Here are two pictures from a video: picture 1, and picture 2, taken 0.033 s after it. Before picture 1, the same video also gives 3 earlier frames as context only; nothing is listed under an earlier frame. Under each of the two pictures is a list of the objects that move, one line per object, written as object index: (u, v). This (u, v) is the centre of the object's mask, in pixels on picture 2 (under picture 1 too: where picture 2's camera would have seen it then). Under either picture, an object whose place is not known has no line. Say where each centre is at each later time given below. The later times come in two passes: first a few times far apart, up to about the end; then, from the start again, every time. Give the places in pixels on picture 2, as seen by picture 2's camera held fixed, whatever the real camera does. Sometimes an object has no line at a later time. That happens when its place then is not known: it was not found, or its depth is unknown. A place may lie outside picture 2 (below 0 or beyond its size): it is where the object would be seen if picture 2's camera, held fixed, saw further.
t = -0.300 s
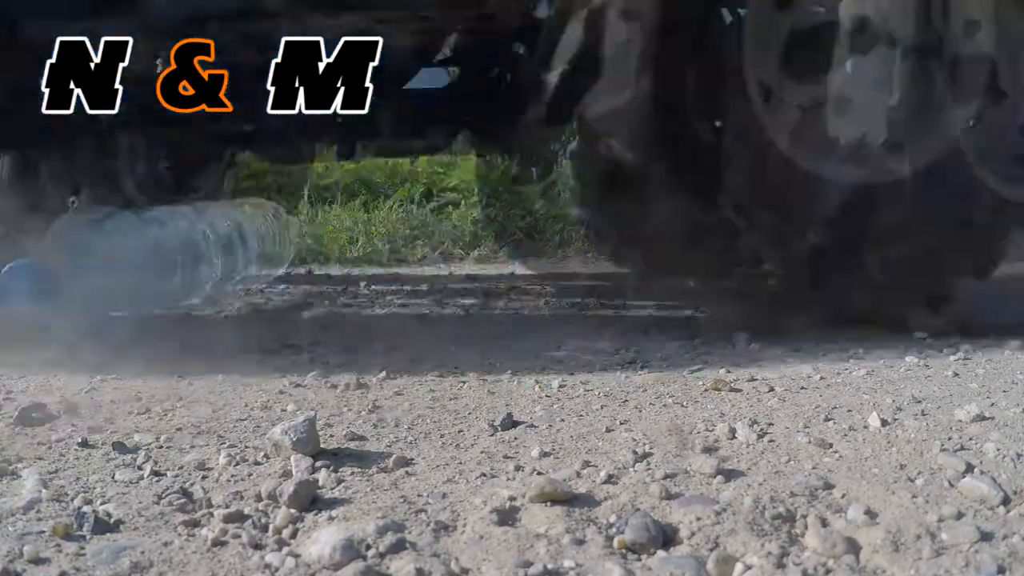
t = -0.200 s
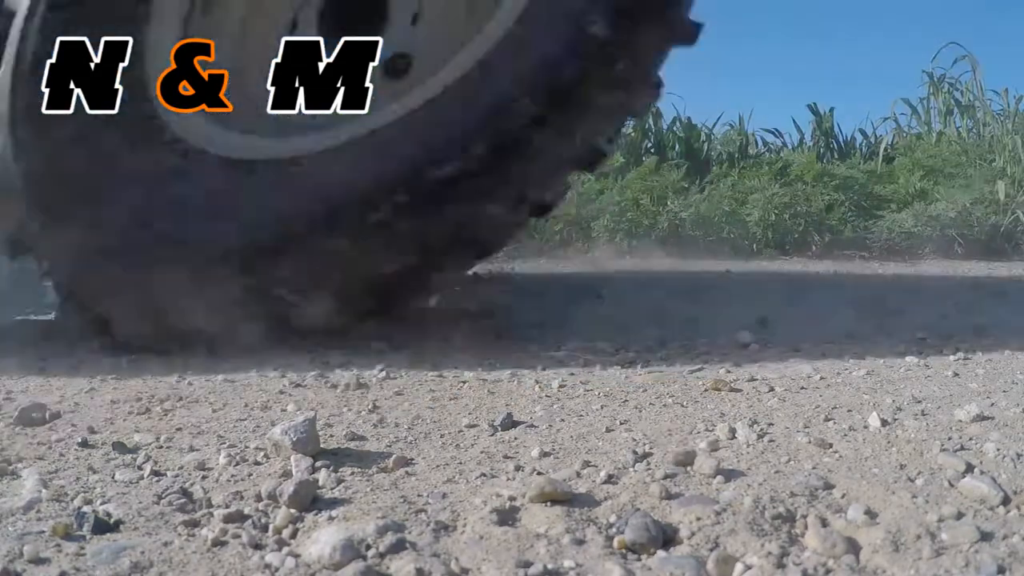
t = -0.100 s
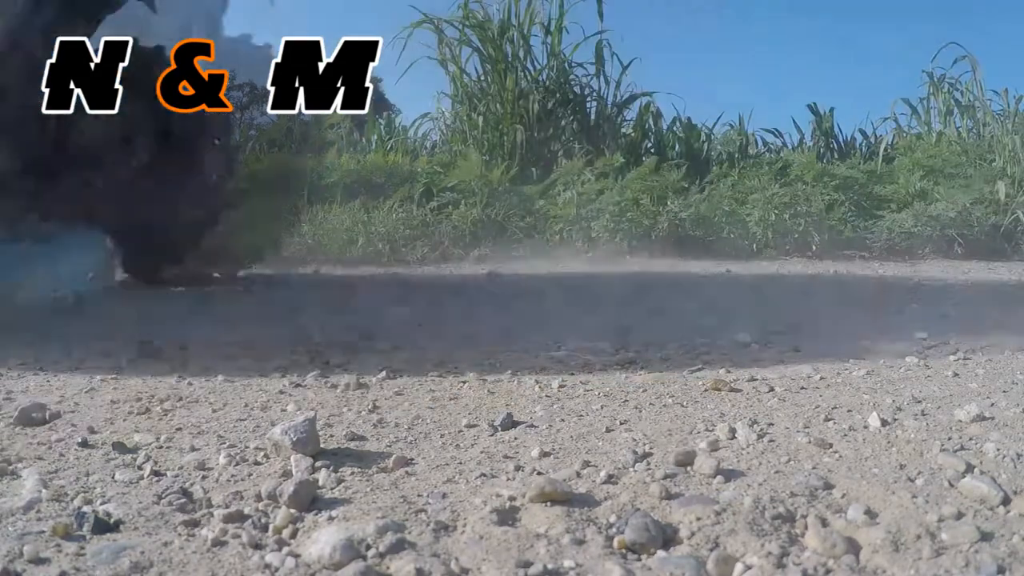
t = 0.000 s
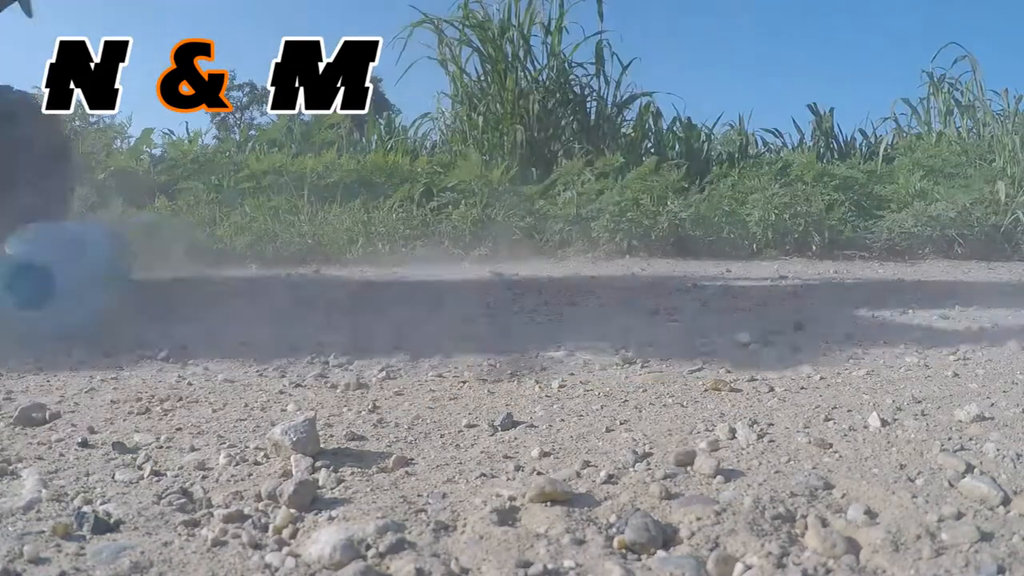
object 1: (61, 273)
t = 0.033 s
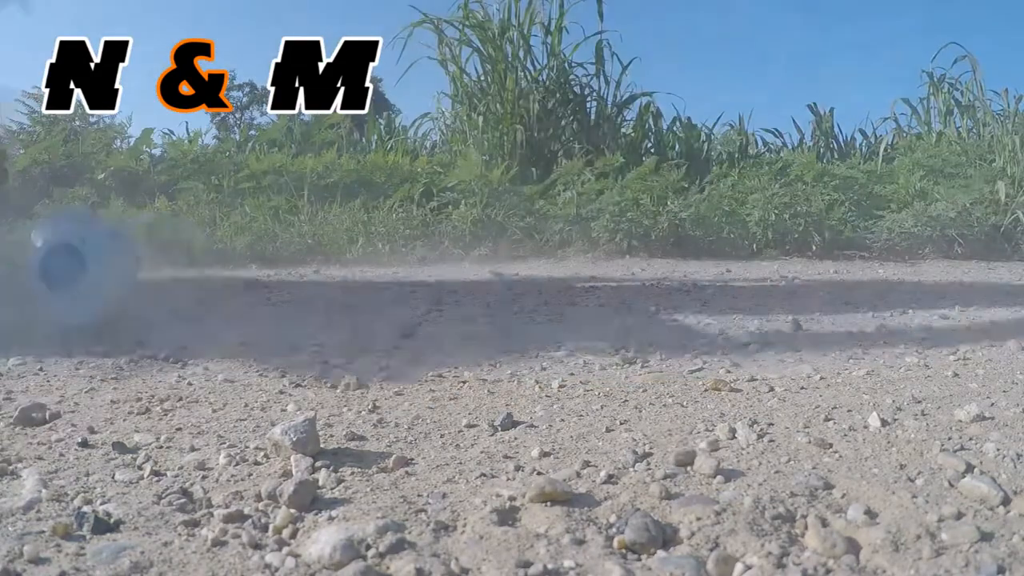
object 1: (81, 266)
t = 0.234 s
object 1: (168, 267)
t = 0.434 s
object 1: (212, 262)
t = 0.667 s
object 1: (184, 264)
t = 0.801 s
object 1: (160, 266)
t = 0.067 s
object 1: (97, 272)
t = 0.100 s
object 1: (122, 268)
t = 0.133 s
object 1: (129, 267)
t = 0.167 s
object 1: (145, 268)
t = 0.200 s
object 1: (159, 266)
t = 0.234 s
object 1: (168, 267)
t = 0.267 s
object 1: (178, 266)
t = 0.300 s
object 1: (188, 263)
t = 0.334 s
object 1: (196, 264)
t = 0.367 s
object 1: (204, 262)
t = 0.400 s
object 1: (210, 263)
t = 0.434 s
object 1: (212, 262)
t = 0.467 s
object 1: (211, 262)
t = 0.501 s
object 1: (210, 262)
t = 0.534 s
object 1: (208, 263)
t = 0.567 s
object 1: (202, 263)
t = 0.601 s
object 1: (196, 263)
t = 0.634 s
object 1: (190, 264)
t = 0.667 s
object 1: (184, 264)
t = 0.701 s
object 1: (180, 263)
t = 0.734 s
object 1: (175, 264)
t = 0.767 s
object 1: (168, 265)
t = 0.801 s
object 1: (160, 266)
